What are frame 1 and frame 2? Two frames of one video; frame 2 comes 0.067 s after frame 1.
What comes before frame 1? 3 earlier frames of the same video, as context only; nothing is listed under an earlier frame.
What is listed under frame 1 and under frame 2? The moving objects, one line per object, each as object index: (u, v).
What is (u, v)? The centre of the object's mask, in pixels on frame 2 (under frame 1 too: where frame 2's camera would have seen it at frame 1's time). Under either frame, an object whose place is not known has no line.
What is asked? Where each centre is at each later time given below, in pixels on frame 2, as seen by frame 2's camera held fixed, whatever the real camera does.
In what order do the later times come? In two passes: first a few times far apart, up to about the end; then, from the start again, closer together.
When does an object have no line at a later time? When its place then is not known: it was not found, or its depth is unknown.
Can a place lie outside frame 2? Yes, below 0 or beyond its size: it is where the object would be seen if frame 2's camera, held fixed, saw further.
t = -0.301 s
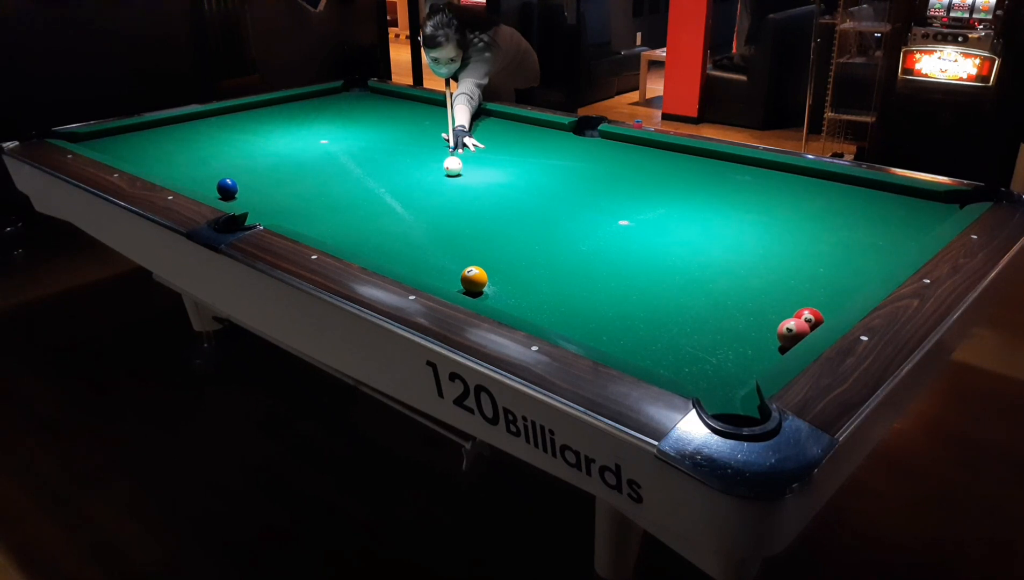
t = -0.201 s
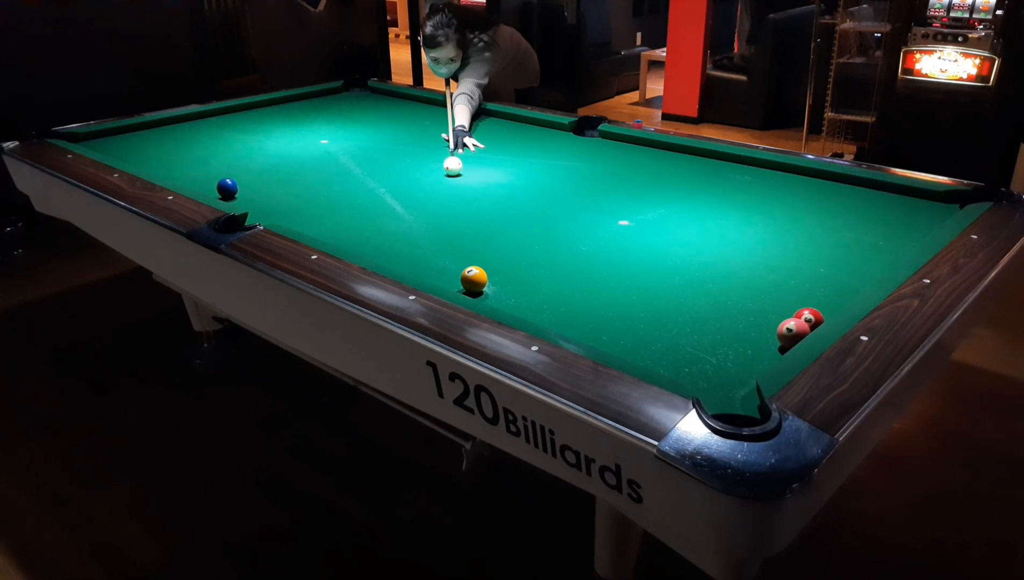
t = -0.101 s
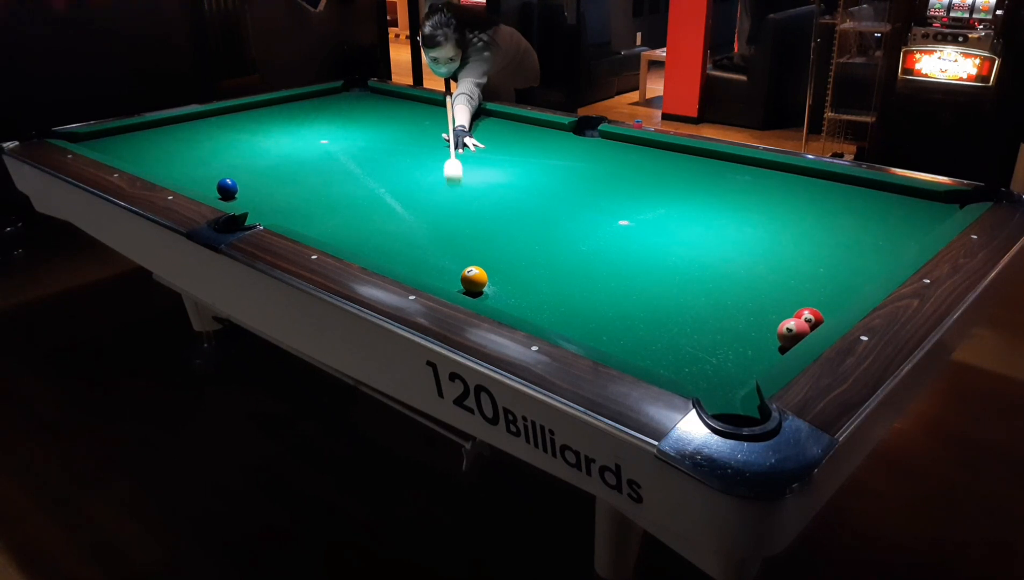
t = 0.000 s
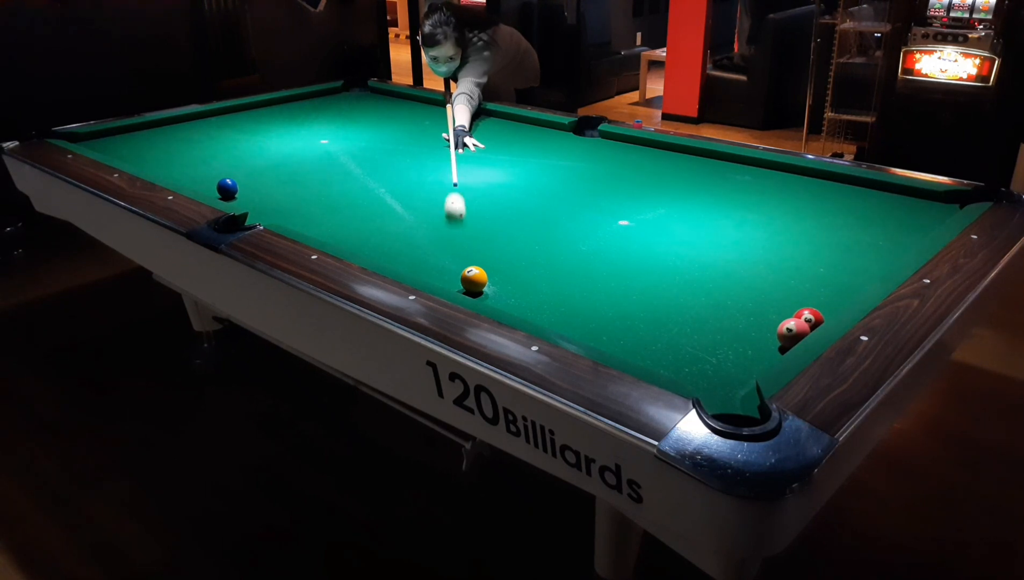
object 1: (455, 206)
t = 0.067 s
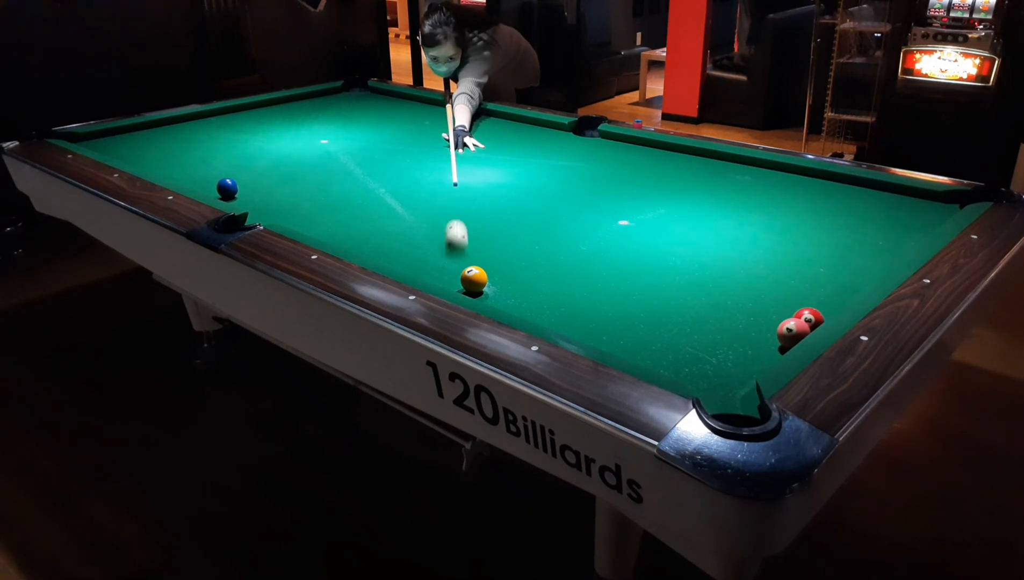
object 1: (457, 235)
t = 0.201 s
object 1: (438, 274)
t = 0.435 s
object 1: (491, 249)
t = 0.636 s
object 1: (526, 230)
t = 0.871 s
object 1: (562, 211)
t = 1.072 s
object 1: (589, 196)
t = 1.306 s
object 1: (616, 181)
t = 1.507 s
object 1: (638, 169)
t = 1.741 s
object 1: (661, 158)
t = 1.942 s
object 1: (678, 149)
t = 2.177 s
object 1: (663, 153)
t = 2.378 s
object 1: (651, 157)
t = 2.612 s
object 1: (638, 162)
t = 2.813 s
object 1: (627, 165)
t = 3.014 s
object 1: (617, 169)
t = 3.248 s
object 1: (605, 173)
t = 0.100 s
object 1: (457, 251)
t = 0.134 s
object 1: (456, 265)
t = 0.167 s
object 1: (442, 274)
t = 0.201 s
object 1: (438, 274)
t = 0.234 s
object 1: (447, 272)
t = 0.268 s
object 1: (456, 267)
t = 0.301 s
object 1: (464, 263)
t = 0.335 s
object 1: (471, 259)
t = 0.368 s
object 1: (478, 256)
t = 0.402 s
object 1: (484, 253)
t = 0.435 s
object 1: (491, 249)
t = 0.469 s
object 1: (497, 246)
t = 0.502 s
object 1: (503, 242)
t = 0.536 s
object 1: (509, 239)
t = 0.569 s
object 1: (515, 236)
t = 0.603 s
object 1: (521, 233)
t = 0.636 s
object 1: (526, 230)
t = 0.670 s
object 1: (531, 227)
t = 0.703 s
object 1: (537, 224)
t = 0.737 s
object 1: (542, 221)
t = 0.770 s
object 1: (547, 218)
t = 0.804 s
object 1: (552, 216)
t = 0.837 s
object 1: (557, 213)
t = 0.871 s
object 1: (562, 211)
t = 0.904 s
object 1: (567, 208)
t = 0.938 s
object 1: (571, 205)
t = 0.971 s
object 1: (576, 203)
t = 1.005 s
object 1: (580, 201)
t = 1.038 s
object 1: (584, 198)
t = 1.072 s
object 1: (589, 196)
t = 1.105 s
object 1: (593, 194)
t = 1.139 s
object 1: (597, 191)
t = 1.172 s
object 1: (601, 189)
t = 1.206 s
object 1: (605, 187)
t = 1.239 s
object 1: (609, 185)
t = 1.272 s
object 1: (613, 183)
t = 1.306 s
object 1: (616, 181)
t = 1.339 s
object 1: (620, 179)
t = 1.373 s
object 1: (624, 177)
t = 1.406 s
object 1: (627, 175)
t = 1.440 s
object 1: (631, 173)
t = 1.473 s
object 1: (635, 171)
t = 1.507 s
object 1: (638, 169)
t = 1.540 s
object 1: (641, 168)
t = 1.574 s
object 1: (645, 166)
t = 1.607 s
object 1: (648, 164)
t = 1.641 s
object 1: (652, 162)
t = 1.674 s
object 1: (655, 161)
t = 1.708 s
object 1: (658, 159)
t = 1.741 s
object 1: (661, 158)
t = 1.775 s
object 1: (664, 156)
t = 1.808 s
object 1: (667, 154)
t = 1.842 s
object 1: (670, 153)
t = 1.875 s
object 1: (673, 151)
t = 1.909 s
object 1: (676, 150)
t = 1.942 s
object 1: (678, 149)
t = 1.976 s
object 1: (676, 149)
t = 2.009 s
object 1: (674, 150)
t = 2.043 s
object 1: (672, 151)
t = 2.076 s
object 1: (669, 151)
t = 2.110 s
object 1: (667, 152)
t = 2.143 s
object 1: (665, 152)
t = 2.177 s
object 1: (663, 153)
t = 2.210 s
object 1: (661, 154)
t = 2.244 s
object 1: (659, 154)
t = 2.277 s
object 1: (657, 155)
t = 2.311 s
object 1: (655, 156)
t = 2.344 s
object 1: (653, 156)
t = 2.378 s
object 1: (651, 157)
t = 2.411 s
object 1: (649, 158)
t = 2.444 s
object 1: (647, 158)
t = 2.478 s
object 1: (646, 159)
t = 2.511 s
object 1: (644, 160)
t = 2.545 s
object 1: (642, 160)
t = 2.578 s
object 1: (640, 161)
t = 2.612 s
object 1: (638, 162)
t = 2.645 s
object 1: (636, 162)
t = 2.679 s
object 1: (634, 163)
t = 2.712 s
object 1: (632, 163)
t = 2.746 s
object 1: (631, 164)
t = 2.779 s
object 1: (629, 165)
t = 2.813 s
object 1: (627, 165)
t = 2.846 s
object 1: (625, 166)
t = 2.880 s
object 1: (623, 166)
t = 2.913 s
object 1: (622, 167)
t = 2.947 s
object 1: (620, 168)
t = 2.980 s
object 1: (618, 168)
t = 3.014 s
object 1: (617, 169)
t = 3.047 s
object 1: (615, 169)
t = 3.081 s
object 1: (613, 170)
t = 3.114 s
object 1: (611, 170)
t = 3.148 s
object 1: (610, 171)
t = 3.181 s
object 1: (608, 172)
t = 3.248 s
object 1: (605, 173)
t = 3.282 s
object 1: (603, 173)
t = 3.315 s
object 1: (602, 174)
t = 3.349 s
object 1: (600, 174)
